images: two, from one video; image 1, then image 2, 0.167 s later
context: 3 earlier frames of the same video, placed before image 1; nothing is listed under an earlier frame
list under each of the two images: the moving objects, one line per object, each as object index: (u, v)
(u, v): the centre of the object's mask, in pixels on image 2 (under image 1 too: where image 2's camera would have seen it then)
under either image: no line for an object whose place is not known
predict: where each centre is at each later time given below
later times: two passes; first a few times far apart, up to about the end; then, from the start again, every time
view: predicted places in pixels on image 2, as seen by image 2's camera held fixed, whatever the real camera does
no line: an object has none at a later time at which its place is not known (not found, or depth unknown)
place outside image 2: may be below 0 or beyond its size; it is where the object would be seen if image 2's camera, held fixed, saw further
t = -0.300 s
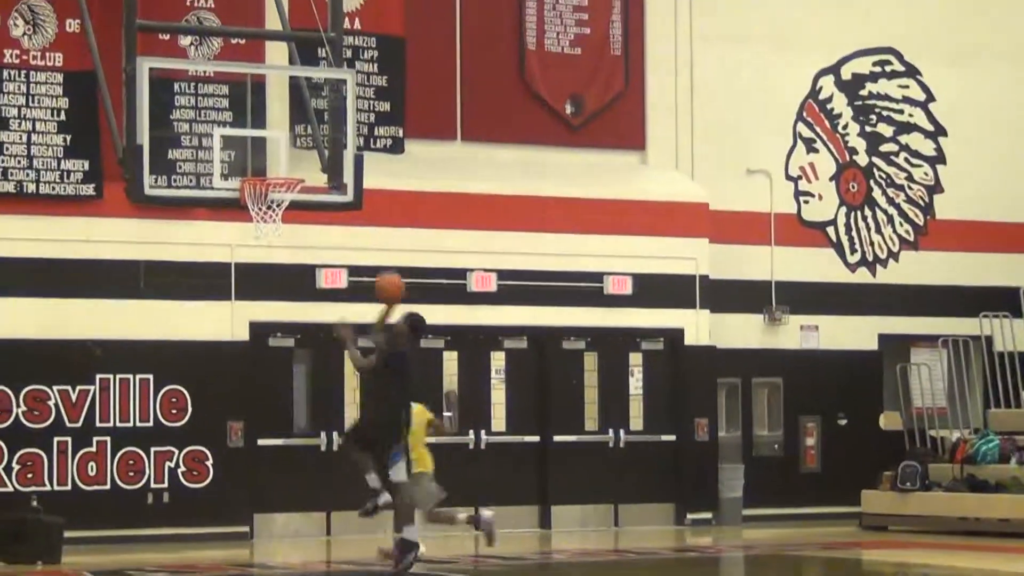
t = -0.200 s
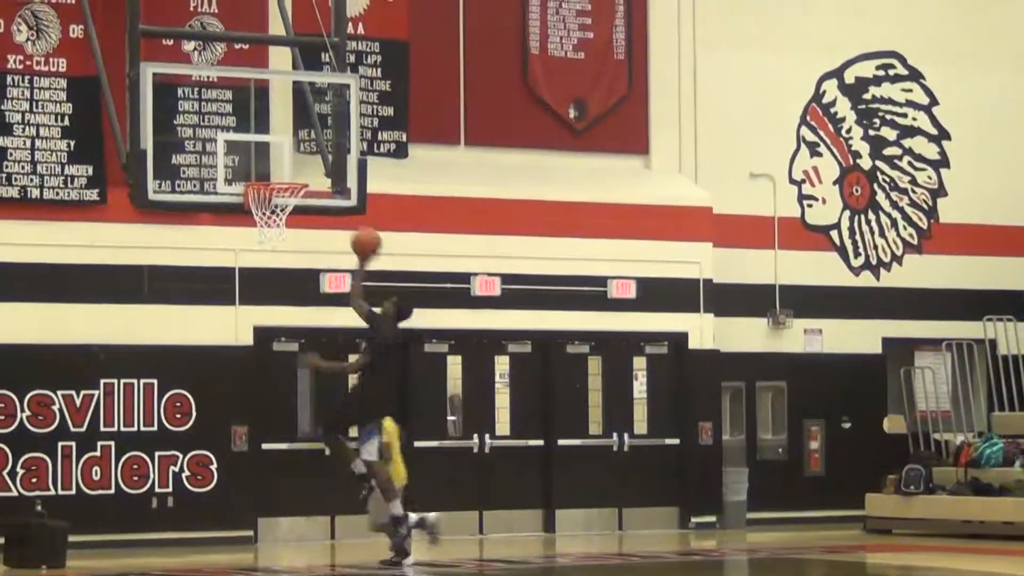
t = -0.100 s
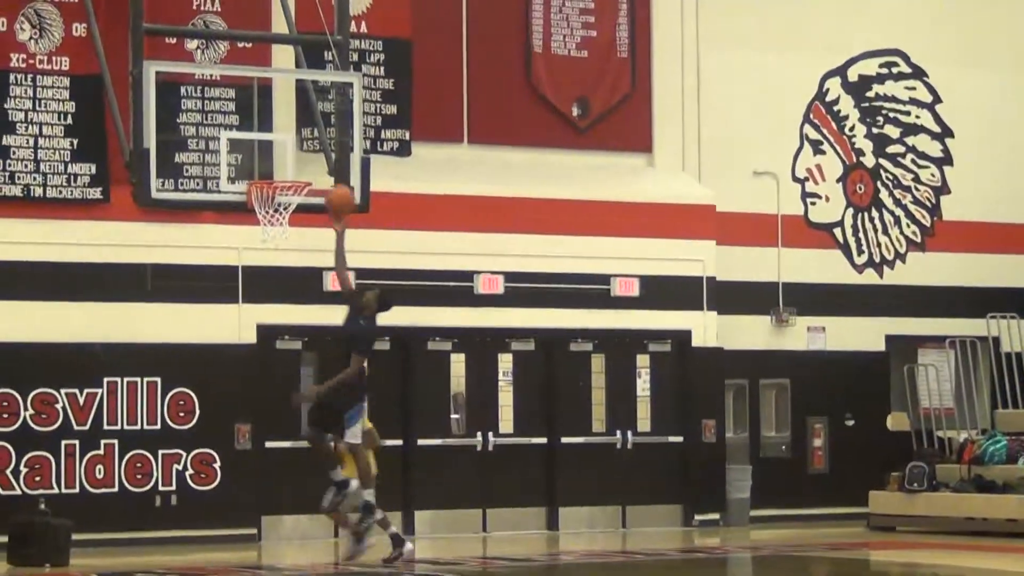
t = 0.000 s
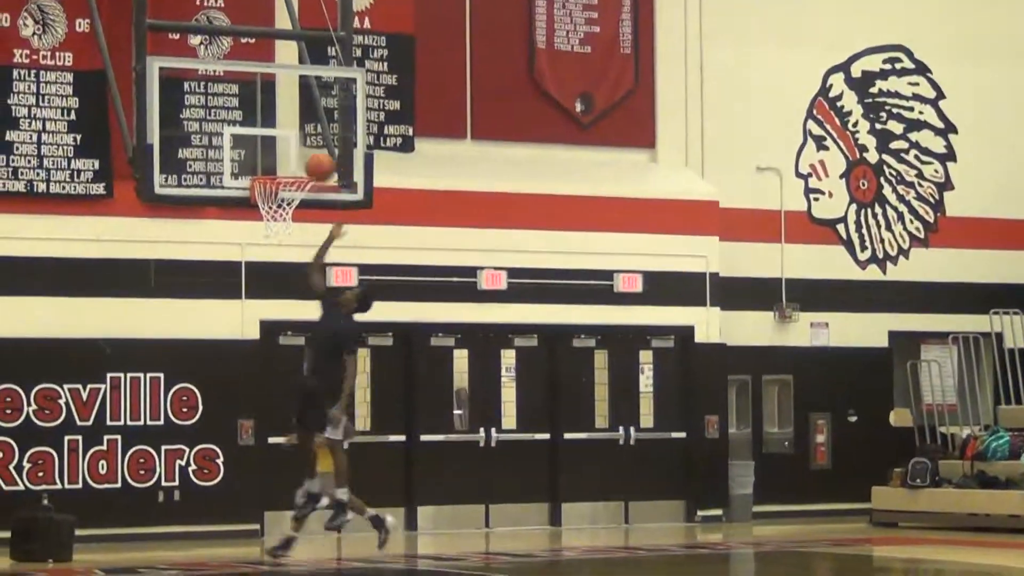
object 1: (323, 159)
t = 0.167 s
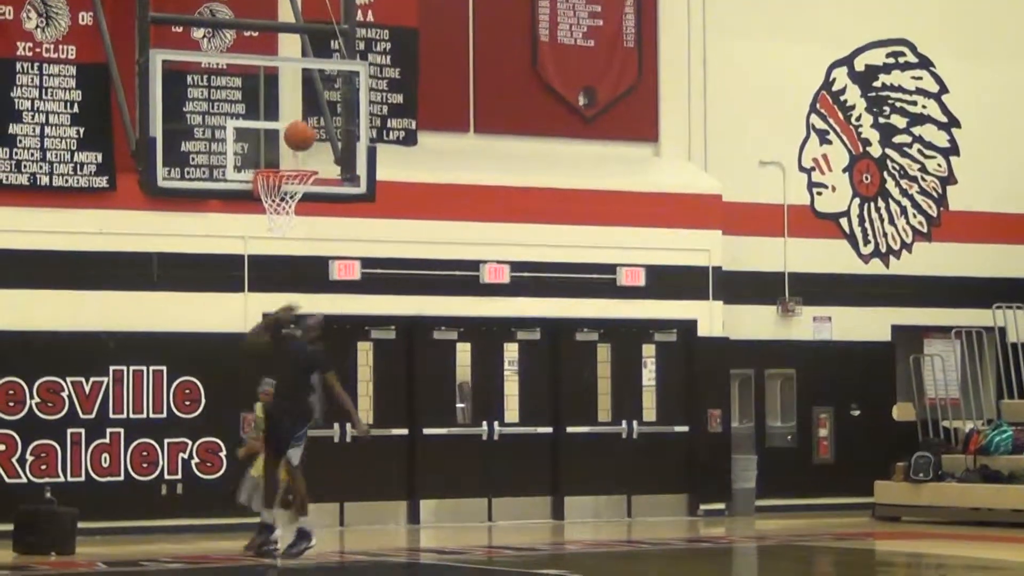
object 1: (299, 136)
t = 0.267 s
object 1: (294, 135)
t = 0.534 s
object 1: (279, 195)
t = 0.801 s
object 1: (283, 282)
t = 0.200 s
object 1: (298, 134)
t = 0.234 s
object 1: (295, 134)
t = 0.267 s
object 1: (294, 135)
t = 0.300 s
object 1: (292, 137)
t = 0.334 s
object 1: (291, 141)
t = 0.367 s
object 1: (289, 147)
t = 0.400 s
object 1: (286, 154)
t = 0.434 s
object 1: (284, 160)
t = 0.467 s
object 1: (283, 164)
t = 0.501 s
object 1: (283, 186)
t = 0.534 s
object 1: (279, 195)
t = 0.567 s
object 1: (280, 207)
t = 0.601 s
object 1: (279, 221)
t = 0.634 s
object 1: (280, 224)
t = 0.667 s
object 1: (281, 231)
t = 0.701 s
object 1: (281, 243)
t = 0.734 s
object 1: (282, 254)
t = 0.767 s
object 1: (282, 268)
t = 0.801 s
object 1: (283, 282)
